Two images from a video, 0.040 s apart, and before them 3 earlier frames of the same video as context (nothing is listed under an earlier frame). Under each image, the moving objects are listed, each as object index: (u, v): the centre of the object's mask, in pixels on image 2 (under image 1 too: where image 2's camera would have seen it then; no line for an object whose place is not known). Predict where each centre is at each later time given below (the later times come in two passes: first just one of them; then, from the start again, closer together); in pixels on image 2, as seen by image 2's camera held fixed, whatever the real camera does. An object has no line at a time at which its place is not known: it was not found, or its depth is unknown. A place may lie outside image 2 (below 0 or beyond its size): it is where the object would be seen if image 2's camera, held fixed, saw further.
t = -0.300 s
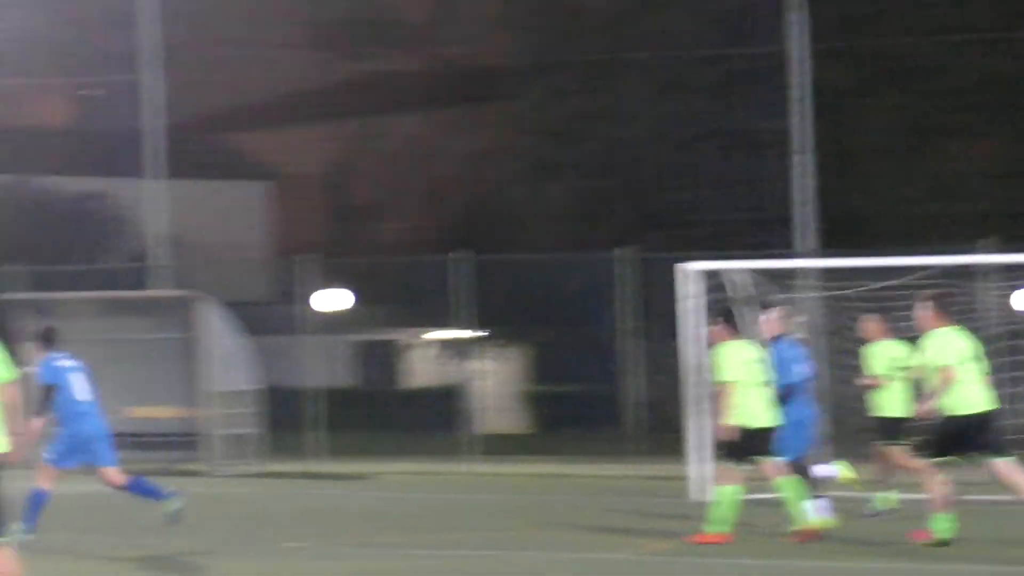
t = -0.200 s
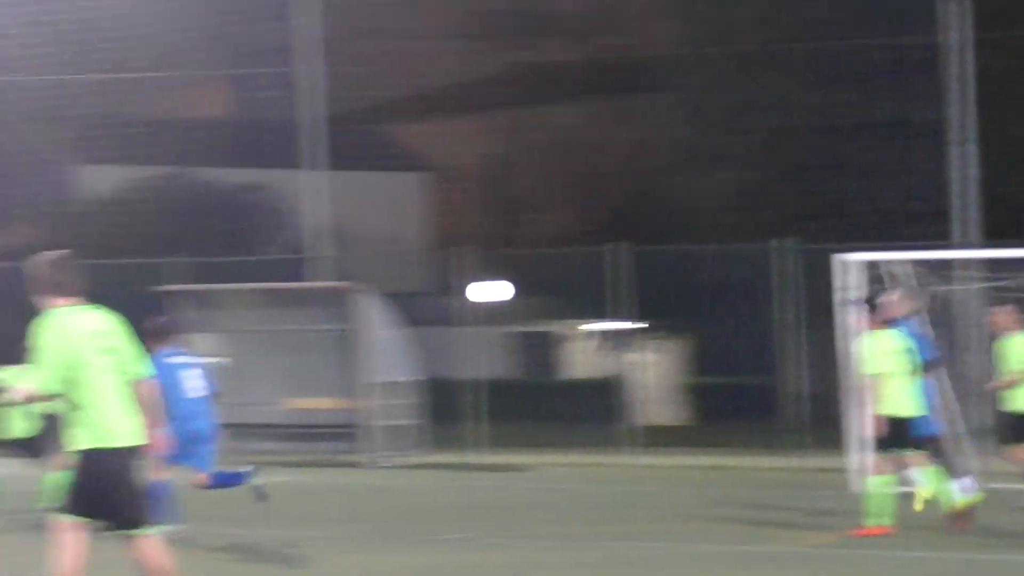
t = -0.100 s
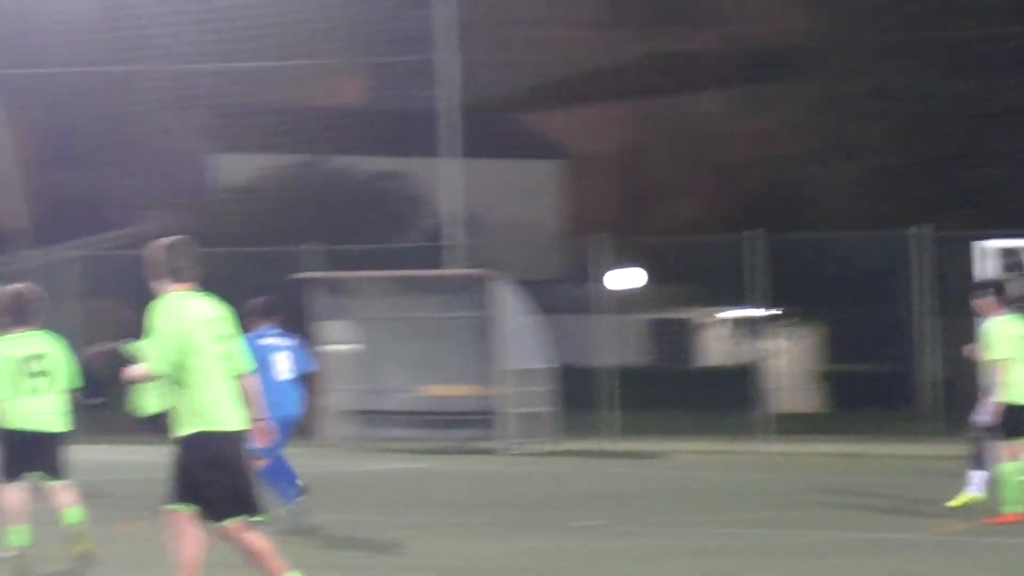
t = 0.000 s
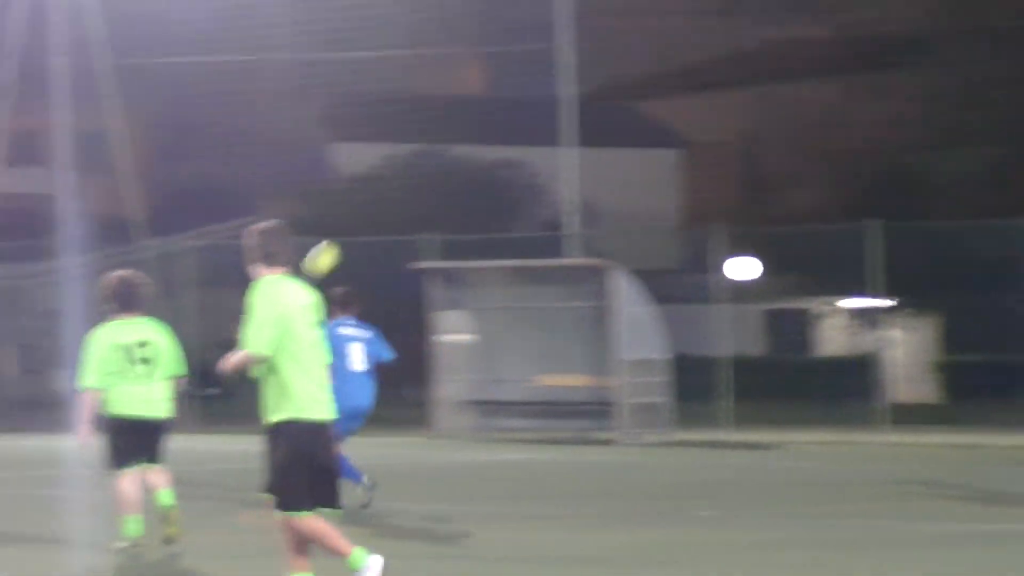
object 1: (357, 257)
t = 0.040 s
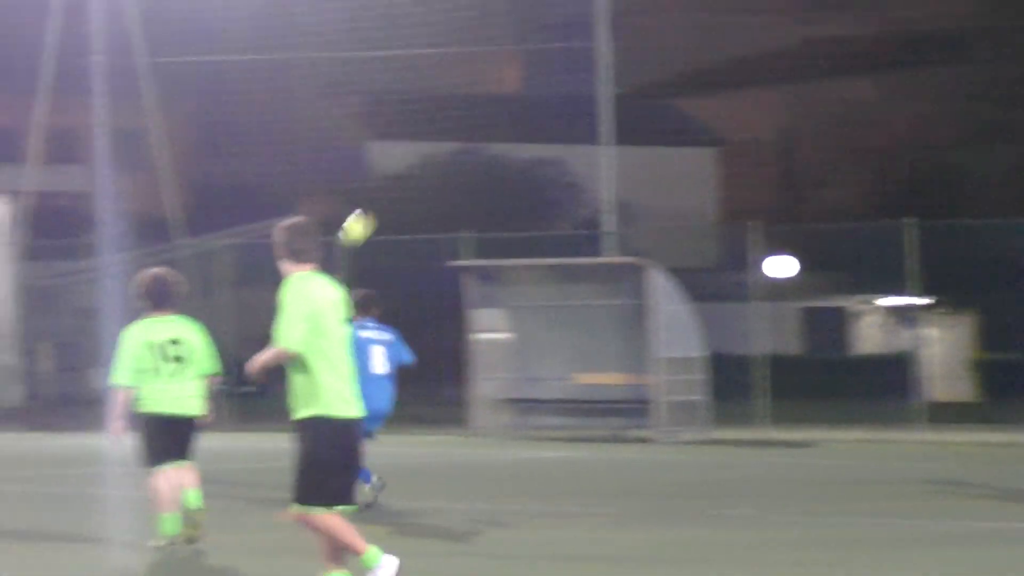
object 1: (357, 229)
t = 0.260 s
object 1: (339, 100)
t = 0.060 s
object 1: (357, 215)
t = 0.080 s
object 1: (354, 201)
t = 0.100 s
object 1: (354, 188)
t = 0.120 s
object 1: (351, 176)
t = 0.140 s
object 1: (350, 164)
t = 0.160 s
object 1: (349, 151)
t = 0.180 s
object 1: (346, 141)
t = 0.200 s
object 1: (344, 131)
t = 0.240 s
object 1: (342, 109)
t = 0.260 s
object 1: (339, 100)
